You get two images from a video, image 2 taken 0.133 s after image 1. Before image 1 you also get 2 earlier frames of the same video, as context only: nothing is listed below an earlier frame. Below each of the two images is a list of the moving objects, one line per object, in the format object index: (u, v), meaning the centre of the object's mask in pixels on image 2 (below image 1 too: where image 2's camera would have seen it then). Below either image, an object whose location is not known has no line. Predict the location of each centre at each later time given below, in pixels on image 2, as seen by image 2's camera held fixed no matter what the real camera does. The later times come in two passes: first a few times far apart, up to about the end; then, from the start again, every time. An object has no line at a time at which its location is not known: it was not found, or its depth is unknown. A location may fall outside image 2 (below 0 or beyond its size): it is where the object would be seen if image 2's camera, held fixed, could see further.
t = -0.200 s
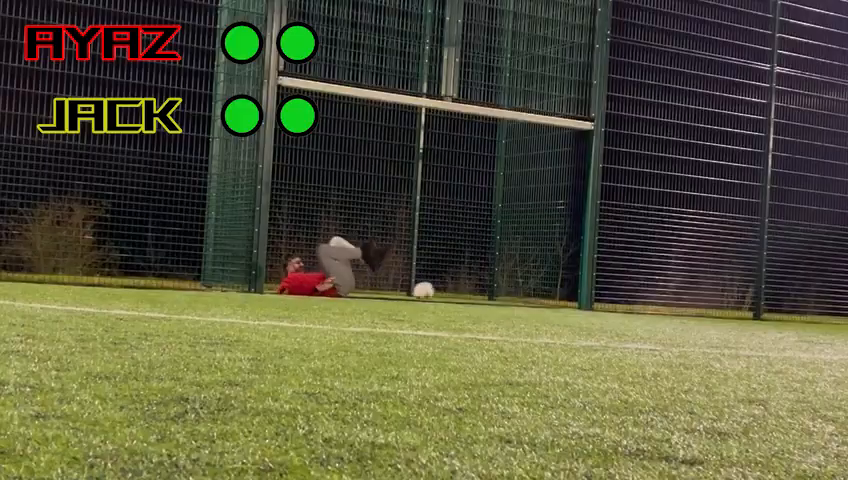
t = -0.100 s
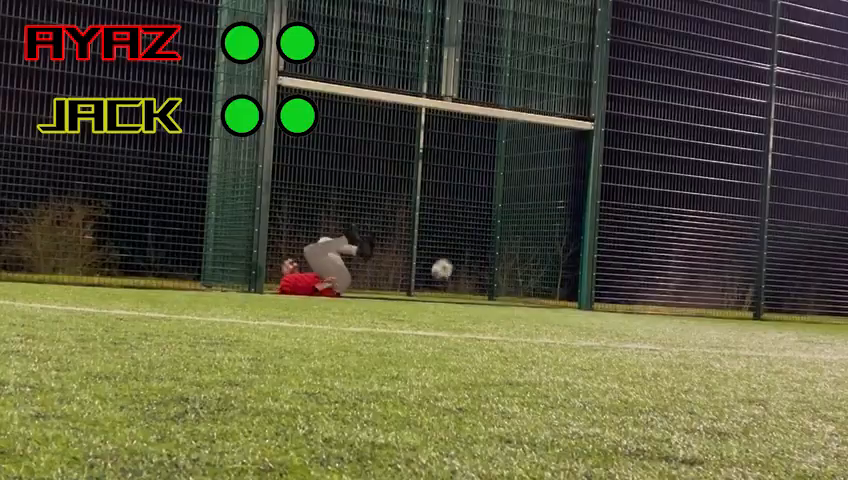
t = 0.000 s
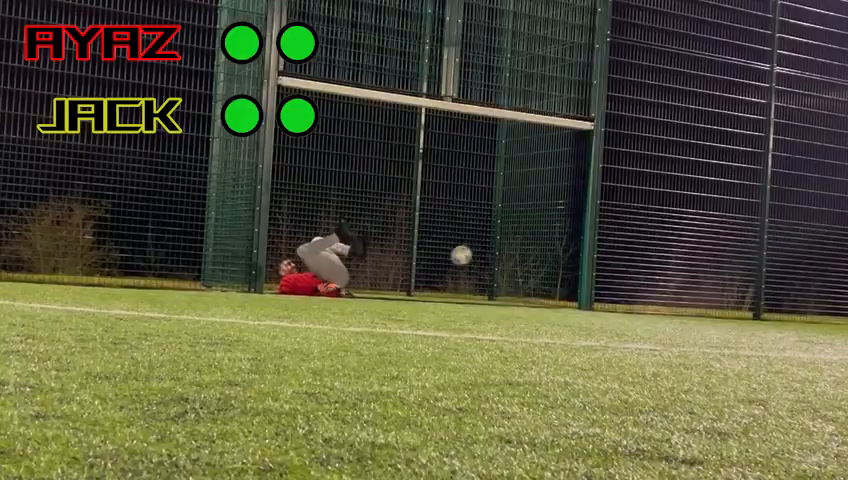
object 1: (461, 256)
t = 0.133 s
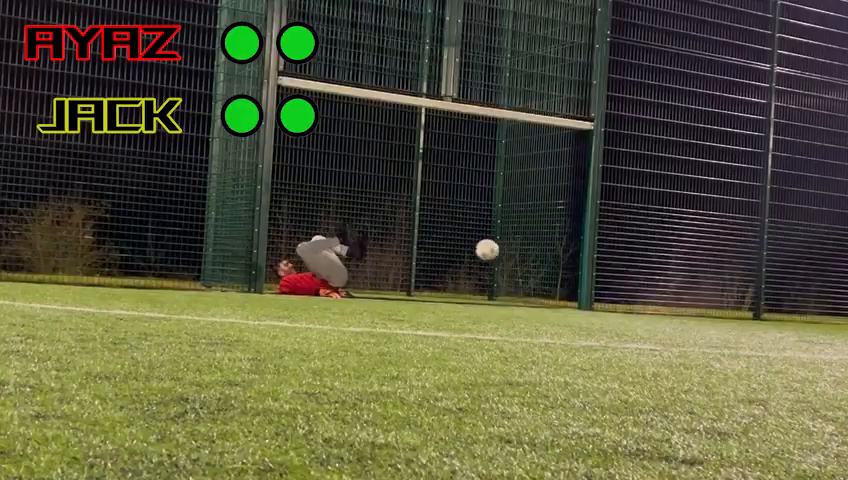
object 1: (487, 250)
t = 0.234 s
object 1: (507, 256)
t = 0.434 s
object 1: (549, 300)
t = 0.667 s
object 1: (608, 274)
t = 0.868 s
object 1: (663, 290)
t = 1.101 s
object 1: (736, 300)
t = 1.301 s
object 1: (804, 315)
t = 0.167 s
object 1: (493, 251)
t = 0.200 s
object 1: (500, 253)
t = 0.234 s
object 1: (507, 256)
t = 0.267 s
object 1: (514, 261)
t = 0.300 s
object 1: (521, 266)
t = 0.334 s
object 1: (528, 274)
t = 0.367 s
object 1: (535, 281)
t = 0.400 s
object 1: (542, 290)
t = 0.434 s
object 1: (549, 300)
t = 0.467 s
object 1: (558, 300)
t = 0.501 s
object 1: (566, 293)
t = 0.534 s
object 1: (574, 288)
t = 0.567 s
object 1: (582, 283)
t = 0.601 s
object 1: (591, 278)
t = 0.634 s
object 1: (600, 276)
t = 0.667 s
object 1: (608, 274)
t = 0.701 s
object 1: (617, 274)
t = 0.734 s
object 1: (626, 274)
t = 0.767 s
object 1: (635, 276)
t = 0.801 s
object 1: (644, 279)
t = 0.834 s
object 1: (654, 283)
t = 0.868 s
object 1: (663, 290)
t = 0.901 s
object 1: (673, 298)
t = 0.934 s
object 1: (682, 306)
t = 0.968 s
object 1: (693, 316)
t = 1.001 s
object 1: (704, 312)
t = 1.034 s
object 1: (715, 306)
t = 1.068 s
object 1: (725, 303)
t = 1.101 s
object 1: (736, 300)
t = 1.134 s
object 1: (747, 299)
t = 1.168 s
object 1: (758, 299)
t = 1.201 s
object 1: (769, 302)
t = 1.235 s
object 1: (782, 304)
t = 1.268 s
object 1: (793, 309)
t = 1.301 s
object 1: (804, 315)
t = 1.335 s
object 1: (816, 323)
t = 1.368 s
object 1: (830, 327)
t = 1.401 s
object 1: (838, 324)
